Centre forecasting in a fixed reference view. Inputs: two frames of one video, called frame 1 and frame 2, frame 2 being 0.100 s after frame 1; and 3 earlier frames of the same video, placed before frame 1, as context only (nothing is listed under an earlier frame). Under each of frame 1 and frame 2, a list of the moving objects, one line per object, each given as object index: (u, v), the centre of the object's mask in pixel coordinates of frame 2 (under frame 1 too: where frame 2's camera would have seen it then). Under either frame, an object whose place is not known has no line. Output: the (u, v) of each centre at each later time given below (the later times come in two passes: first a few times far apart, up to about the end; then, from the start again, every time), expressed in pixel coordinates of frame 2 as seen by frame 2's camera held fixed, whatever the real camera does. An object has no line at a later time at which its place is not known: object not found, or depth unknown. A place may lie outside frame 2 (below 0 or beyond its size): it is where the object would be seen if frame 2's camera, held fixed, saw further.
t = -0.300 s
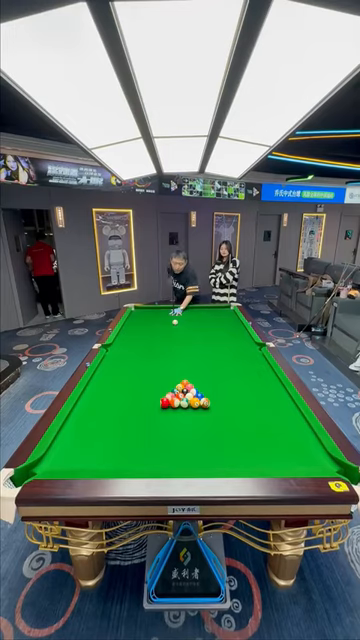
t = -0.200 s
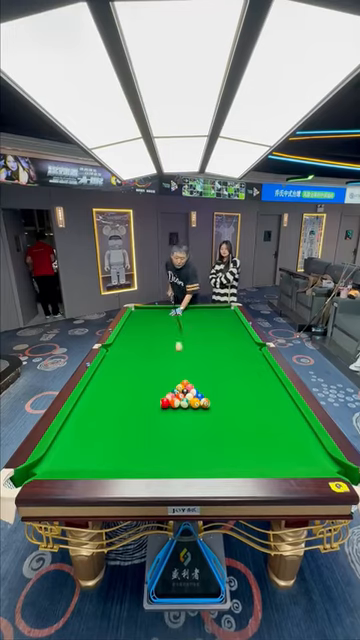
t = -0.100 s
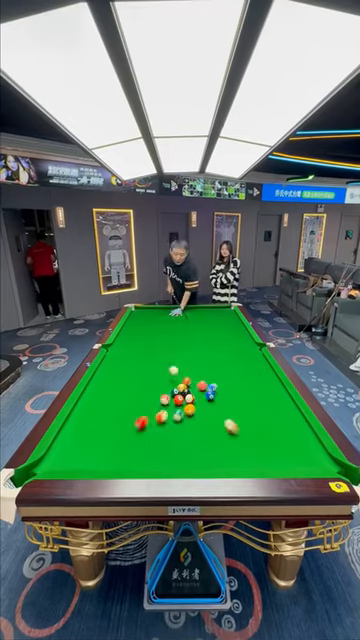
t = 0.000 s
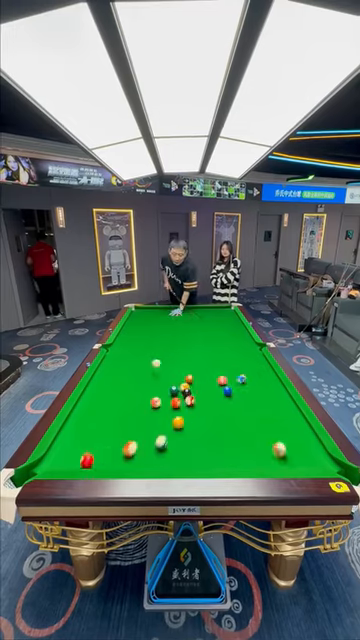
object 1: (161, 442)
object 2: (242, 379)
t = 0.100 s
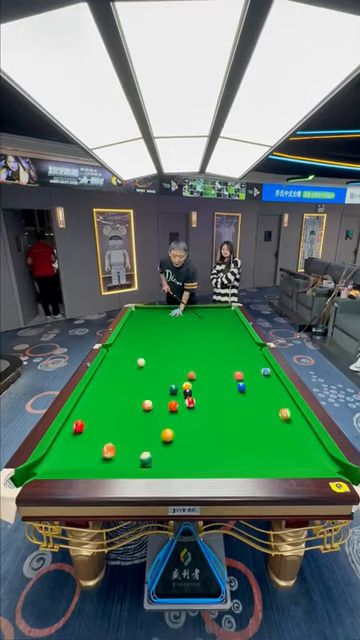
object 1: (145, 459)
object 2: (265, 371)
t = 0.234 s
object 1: (140, 431)
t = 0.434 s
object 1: (134, 404)
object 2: (212, 351)
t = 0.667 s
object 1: (129, 380)
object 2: (180, 341)
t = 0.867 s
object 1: (126, 366)
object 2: (158, 333)
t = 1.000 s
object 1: (124, 357)
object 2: (145, 327)
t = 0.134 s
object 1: (144, 452)
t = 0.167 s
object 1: (143, 444)
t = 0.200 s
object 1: (141, 437)
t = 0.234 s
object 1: (140, 431)
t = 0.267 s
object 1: (139, 426)
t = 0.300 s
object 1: (139, 421)
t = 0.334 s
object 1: (137, 417)
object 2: (227, 356)
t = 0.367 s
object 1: (135, 412)
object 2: (221, 354)
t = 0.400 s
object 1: (135, 408)
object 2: (216, 352)
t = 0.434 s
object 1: (134, 404)
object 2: (212, 351)
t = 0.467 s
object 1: (133, 400)
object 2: (206, 349)
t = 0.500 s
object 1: (132, 397)
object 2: (202, 348)
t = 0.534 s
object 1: (131, 393)
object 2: (197, 346)
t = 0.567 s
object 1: (131, 390)
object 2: (193, 345)
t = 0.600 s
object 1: (131, 387)
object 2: (188, 343)
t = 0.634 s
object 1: (129, 383)
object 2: (185, 342)
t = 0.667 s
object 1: (129, 380)
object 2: (180, 341)
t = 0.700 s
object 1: (128, 378)
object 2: (177, 339)
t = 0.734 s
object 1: (128, 375)
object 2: (173, 338)
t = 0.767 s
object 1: (127, 372)
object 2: (169, 337)
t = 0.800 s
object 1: (126, 370)
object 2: (164, 334)
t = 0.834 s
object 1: (126, 367)
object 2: (161, 334)
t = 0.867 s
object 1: (126, 366)
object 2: (158, 333)
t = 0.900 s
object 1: (125, 363)
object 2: (154, 331)
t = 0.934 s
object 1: (123, 361)
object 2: (151, 330)
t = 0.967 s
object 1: (124, 358)
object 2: (148, 329)
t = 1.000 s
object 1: (124, 357)
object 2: (145, 327)
